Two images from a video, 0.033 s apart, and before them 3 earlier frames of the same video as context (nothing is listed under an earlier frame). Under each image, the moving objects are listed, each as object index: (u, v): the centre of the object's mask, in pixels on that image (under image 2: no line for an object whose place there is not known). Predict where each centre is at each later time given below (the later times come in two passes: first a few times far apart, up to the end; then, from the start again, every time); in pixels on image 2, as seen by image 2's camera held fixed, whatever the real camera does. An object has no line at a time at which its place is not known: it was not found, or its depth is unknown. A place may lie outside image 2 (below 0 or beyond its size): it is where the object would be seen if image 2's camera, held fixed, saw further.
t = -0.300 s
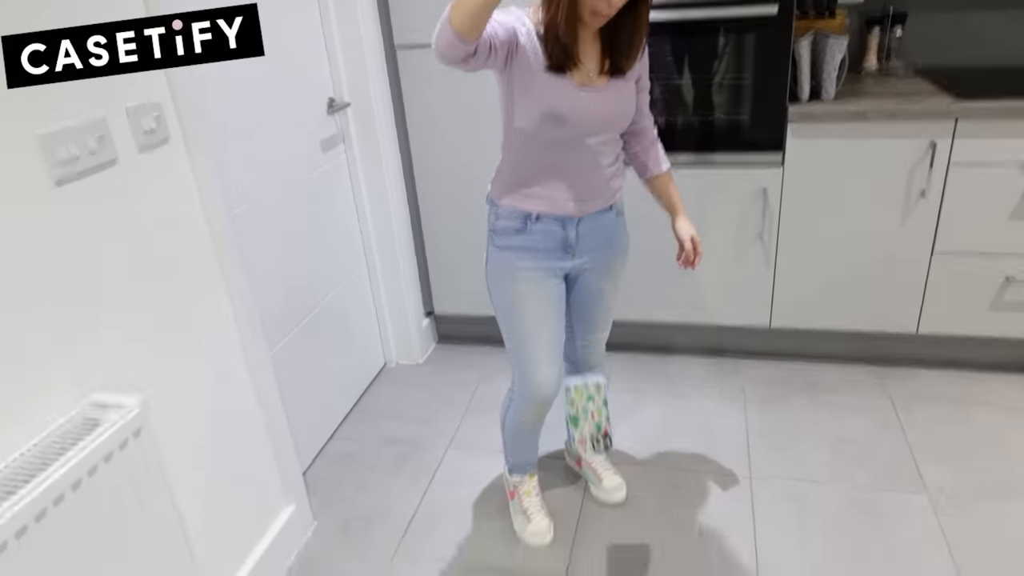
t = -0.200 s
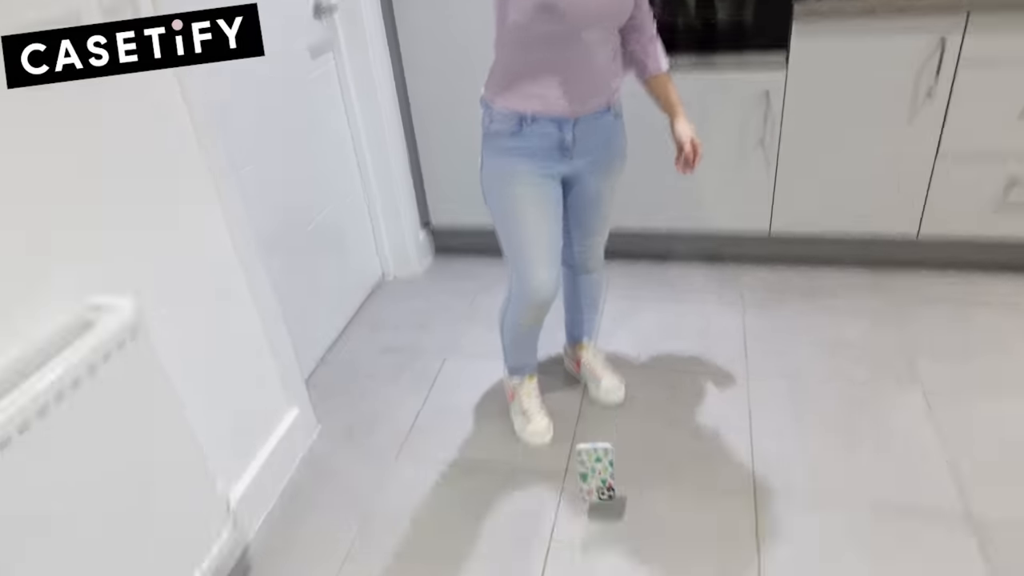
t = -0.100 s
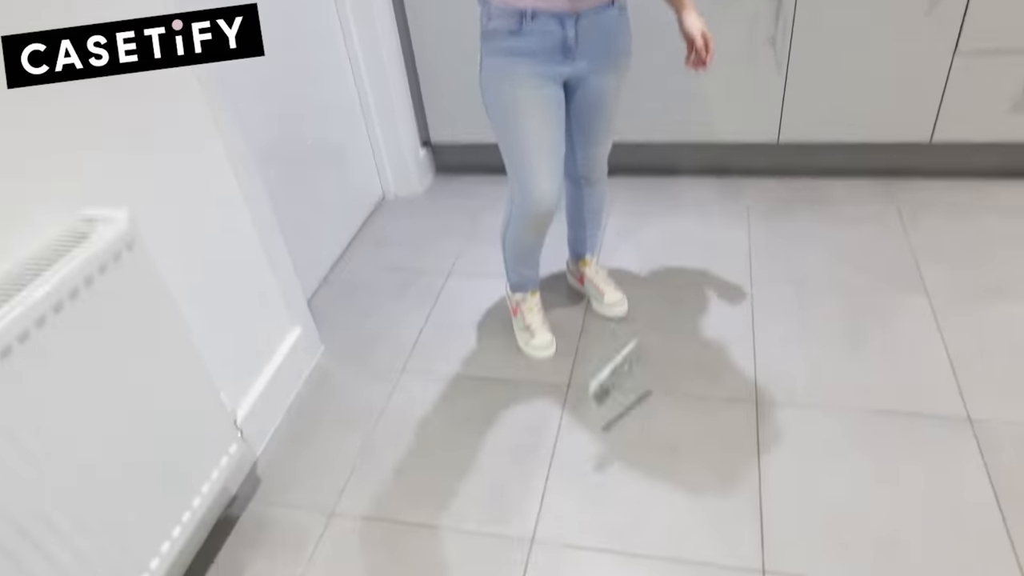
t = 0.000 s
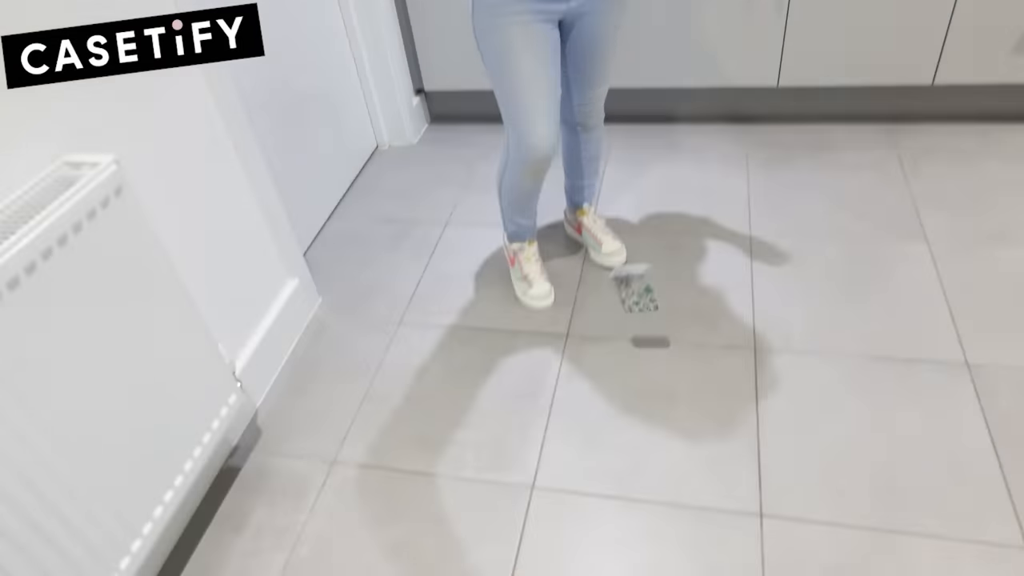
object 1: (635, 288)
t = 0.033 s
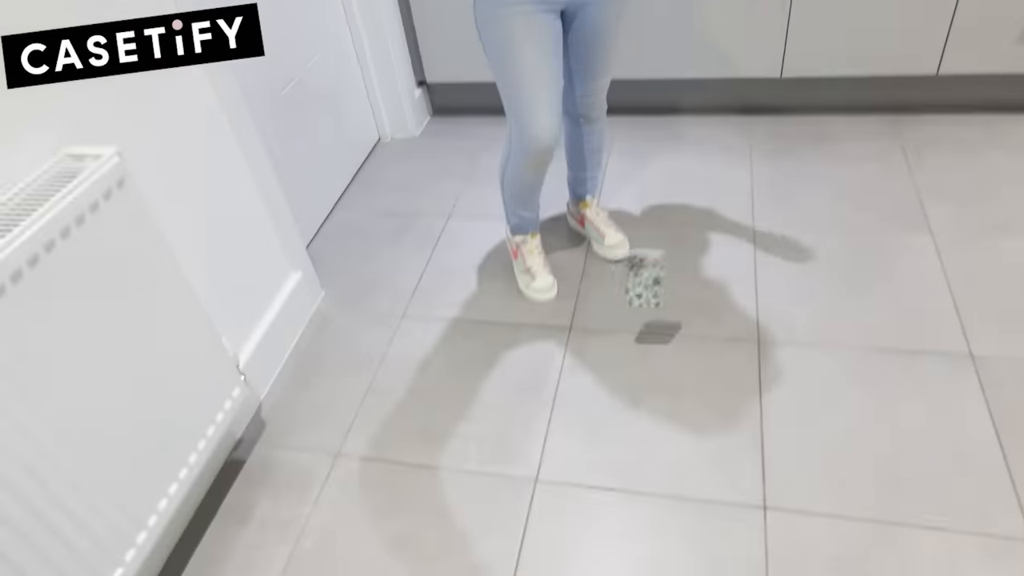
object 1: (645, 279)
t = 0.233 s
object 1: (688, 313)
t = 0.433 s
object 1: (765, 308)
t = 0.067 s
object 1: (652, 279)
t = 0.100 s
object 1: (659, 284)
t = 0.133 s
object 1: (665, 288)
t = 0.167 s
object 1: (672, 301)
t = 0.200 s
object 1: (680, 317)
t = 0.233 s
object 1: (688, 313)
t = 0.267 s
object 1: (705, 302)
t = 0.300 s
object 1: (722, 295)
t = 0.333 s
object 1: (729, 294)
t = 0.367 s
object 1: (743, 297)
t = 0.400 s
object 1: (758, 304)
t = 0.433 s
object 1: (765, 308)
